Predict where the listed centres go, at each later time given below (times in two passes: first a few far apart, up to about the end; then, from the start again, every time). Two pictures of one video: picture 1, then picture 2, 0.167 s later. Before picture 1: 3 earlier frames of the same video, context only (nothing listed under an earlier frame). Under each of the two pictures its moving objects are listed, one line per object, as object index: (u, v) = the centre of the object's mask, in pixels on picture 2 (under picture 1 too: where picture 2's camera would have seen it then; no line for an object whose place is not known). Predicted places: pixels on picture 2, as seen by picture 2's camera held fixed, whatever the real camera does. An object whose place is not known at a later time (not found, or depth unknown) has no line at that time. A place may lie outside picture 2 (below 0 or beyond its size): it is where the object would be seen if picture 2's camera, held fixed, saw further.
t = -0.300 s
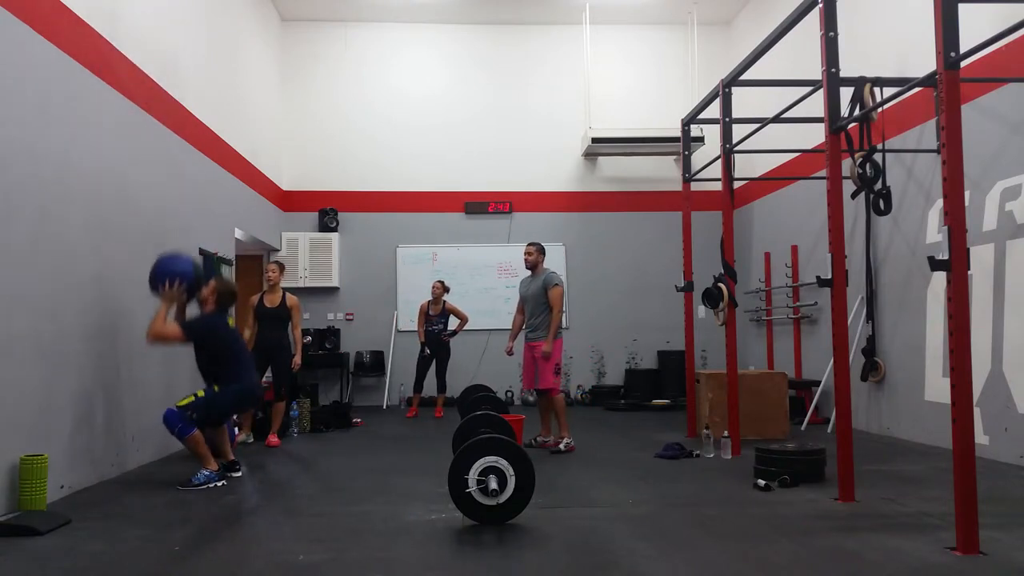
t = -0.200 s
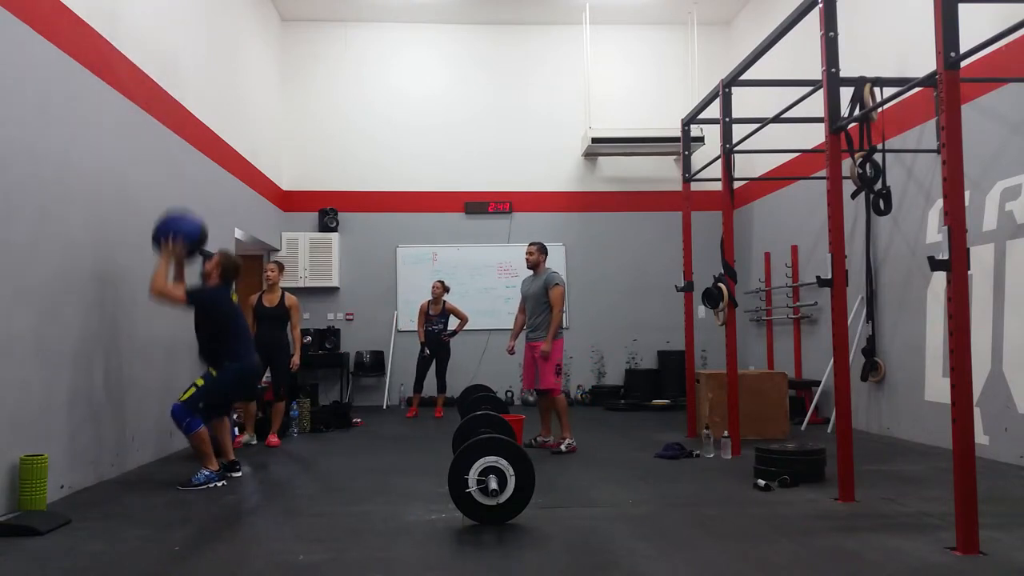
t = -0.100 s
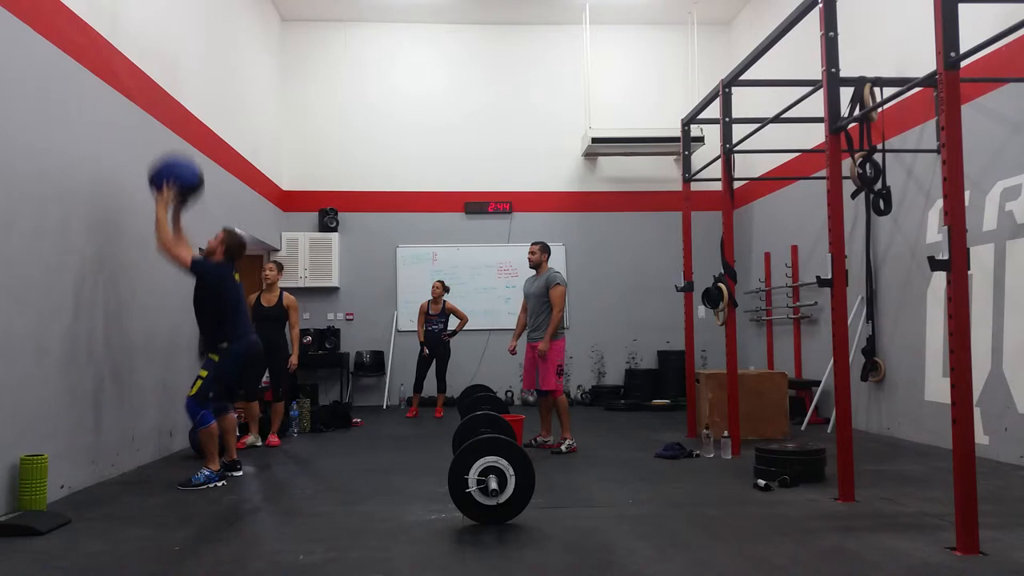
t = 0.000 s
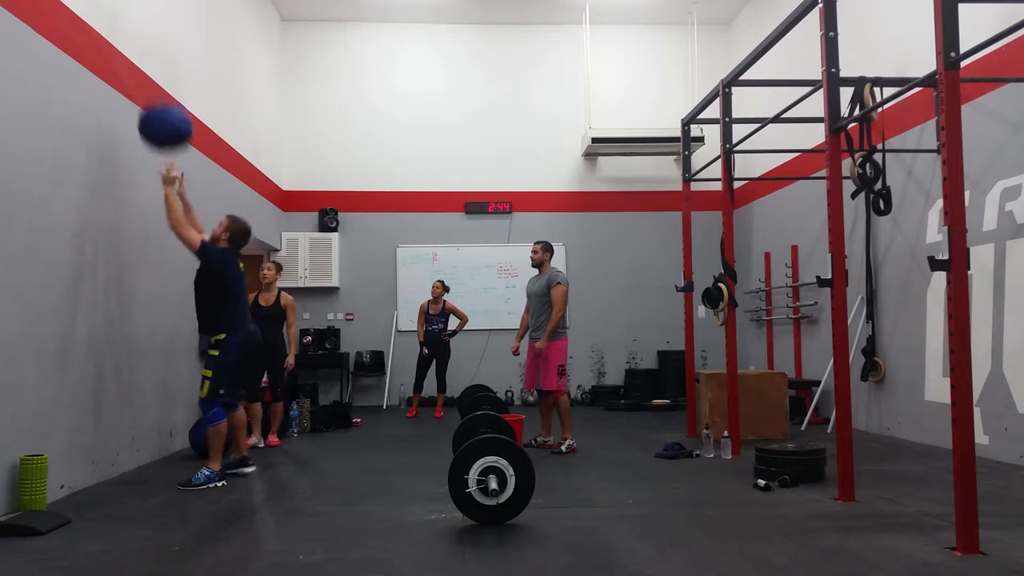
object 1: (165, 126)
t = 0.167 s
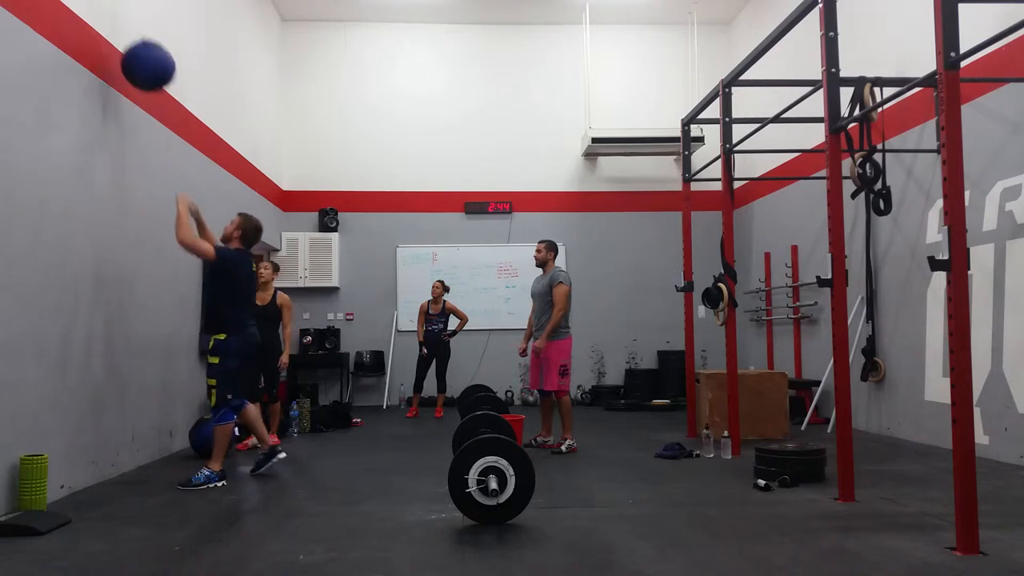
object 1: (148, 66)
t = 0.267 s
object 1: (137, 47)
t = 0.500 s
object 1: (138, 58)
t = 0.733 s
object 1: (156, 148)
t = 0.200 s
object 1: (144, 58)
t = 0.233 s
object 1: (141, 52)
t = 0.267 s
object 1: (137, 47)
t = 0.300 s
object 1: (134, 43)
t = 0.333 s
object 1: (130, 42)
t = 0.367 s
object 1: (128, 42)
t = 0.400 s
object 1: (130, 44)
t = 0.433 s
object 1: (133, 47)
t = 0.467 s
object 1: (136, 52)
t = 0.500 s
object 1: (138, 58)
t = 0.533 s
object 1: (141, 66)
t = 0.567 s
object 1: (143, 75)
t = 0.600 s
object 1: (146, 86)
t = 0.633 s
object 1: (149, 99)
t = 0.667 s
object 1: (152, 113)
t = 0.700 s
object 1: (153, 130)
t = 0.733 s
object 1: (156, 148)
